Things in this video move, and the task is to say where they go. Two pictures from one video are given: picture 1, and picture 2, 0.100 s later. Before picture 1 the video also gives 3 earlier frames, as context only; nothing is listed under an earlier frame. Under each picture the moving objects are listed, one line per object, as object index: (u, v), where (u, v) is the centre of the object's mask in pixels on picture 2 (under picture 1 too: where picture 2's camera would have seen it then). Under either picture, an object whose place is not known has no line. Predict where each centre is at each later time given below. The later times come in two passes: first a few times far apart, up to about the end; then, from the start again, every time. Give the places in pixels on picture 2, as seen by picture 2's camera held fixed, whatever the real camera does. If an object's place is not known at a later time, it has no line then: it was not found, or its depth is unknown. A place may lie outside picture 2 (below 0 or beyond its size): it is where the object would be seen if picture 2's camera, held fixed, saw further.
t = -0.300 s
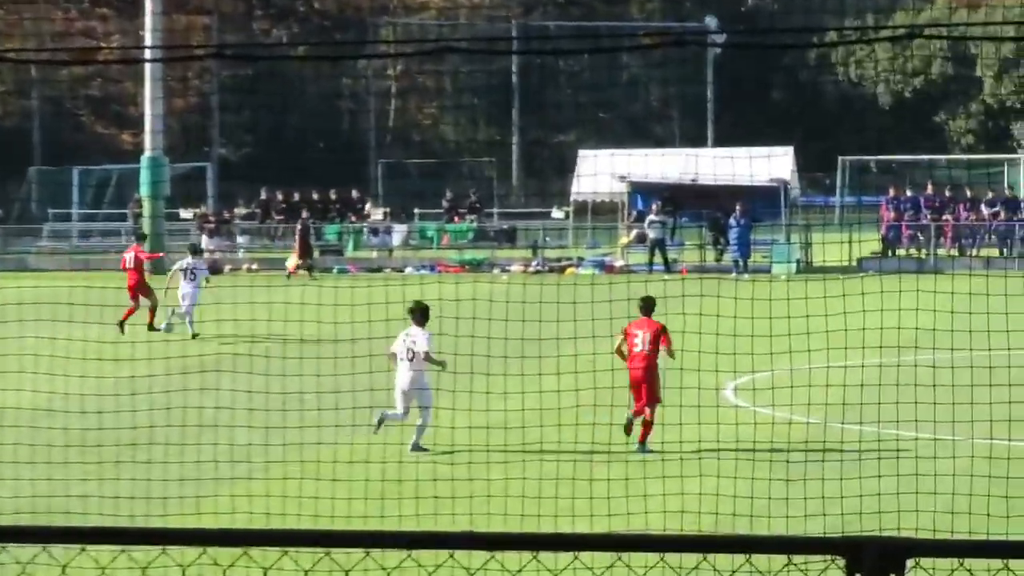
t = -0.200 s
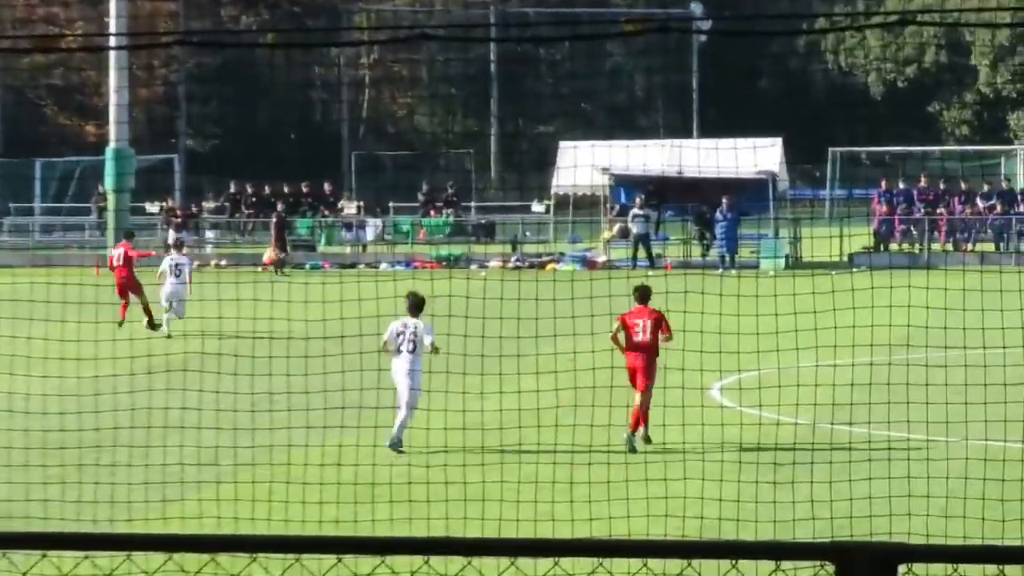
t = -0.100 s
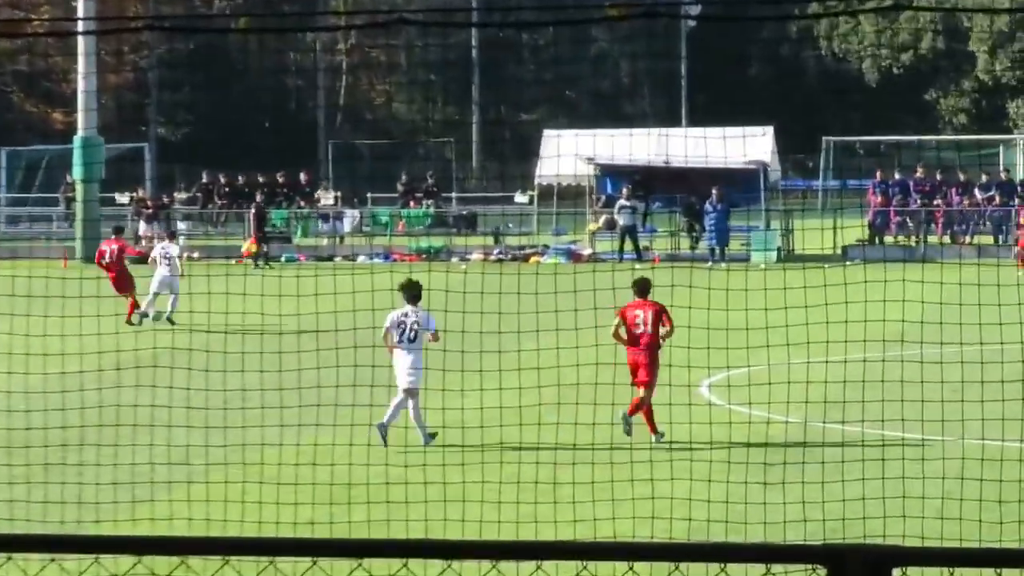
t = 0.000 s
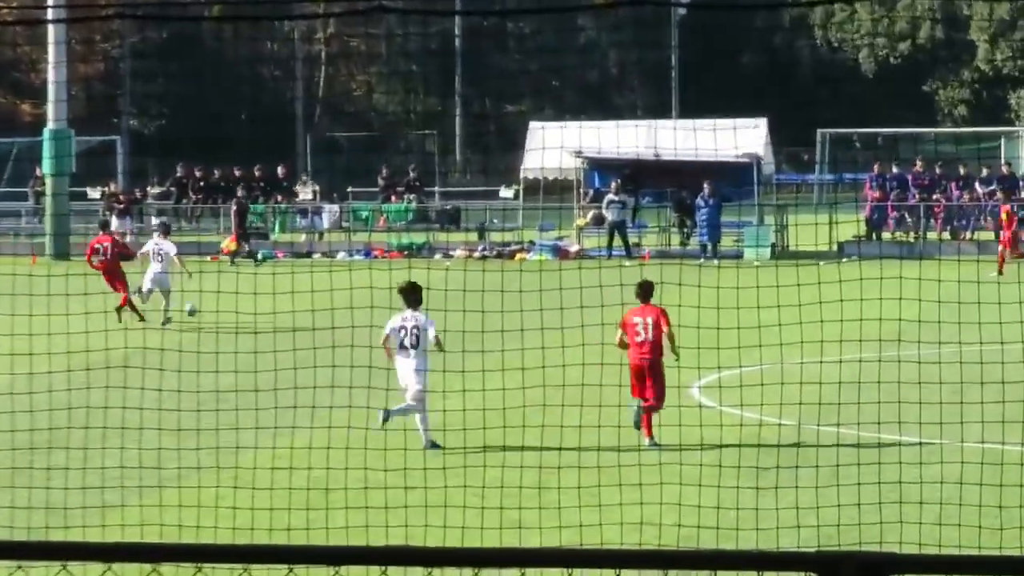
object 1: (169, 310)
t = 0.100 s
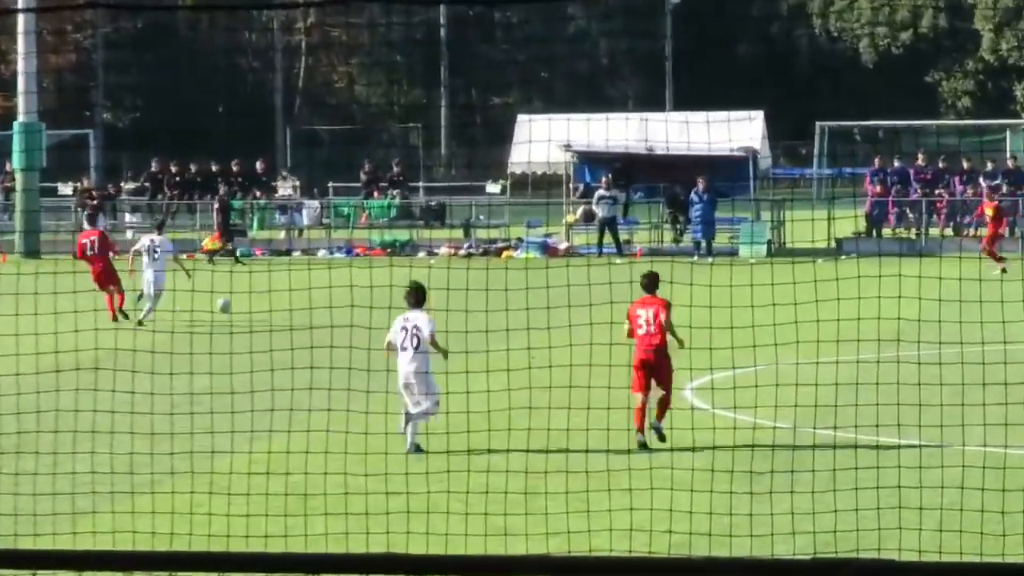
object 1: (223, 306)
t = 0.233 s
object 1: (289, 301)
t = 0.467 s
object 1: (389, 290)
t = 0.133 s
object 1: (242, 304)
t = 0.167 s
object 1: (258, 303)
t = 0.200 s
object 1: (274, 302)
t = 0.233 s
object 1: (289, 301)
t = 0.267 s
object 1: (304, 297)
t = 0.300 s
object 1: (318, 296)
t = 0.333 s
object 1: (334, 296)
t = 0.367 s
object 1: (348, 293)
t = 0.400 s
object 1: (361, 294)
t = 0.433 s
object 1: (375, 291)
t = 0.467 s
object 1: (389, 290)
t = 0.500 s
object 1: (402, 289)
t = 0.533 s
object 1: (415, 287)
